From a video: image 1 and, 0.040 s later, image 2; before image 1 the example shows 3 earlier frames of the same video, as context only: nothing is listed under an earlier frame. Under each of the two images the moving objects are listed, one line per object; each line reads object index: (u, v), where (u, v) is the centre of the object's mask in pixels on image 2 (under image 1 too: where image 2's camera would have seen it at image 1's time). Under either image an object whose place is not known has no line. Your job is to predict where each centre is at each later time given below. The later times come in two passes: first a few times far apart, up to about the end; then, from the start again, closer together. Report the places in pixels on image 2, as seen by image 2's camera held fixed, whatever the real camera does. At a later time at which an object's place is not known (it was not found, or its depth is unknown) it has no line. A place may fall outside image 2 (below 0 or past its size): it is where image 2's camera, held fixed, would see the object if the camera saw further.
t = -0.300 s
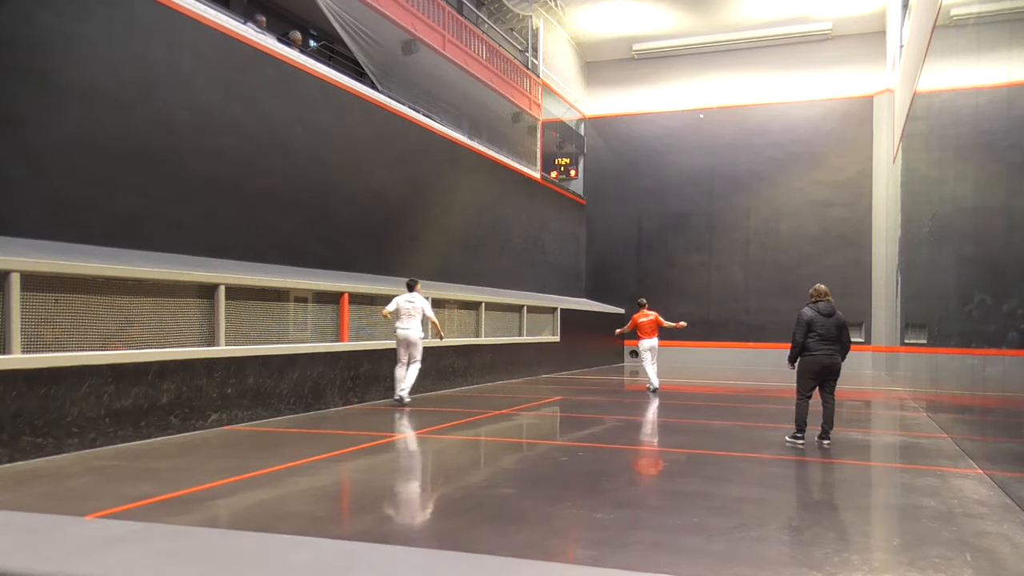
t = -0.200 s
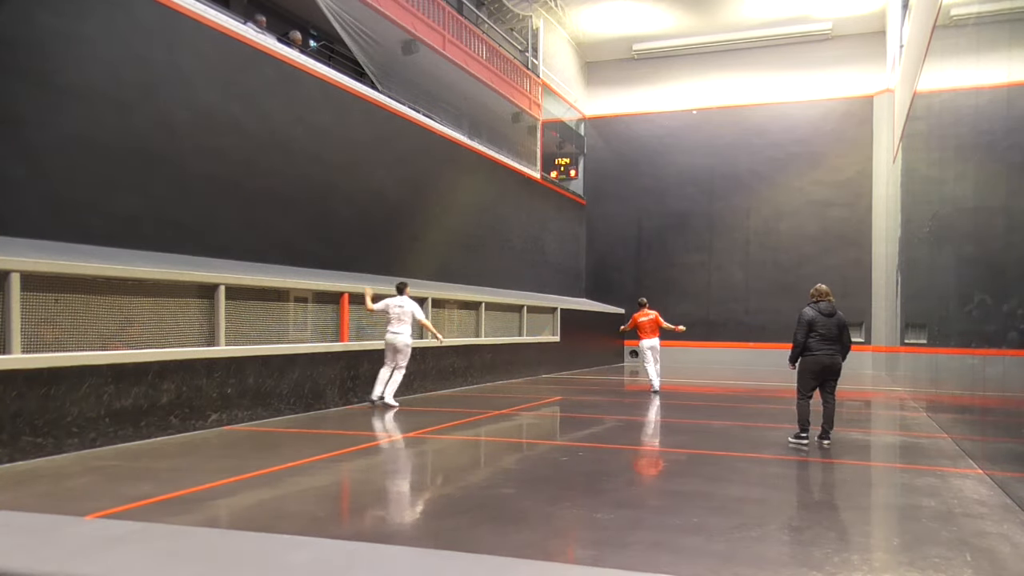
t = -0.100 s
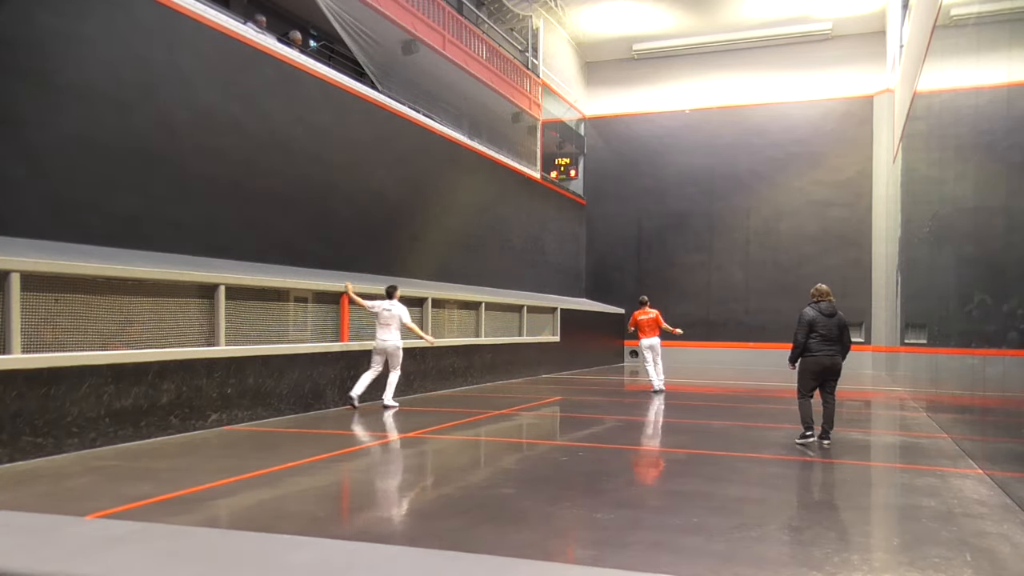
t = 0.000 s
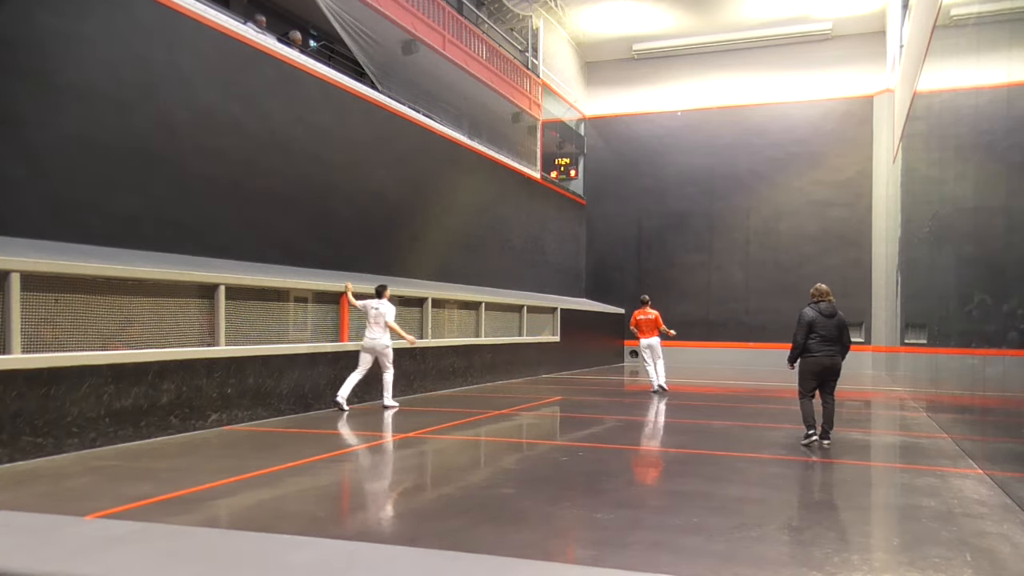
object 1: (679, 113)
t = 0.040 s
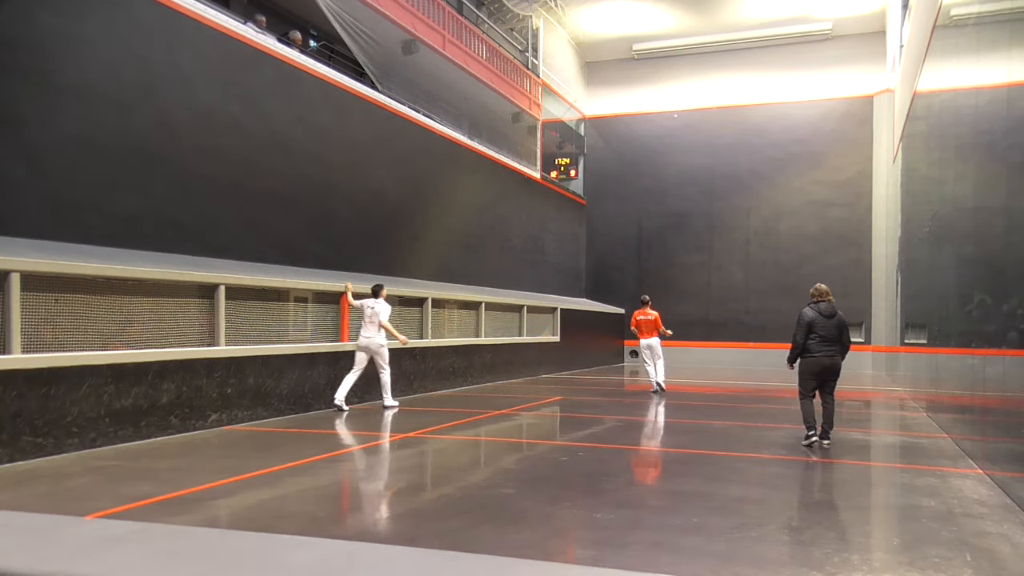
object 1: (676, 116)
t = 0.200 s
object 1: (661, 130)
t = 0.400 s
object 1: (639, 165)
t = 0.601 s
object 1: (612, 224)
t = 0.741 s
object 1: (591, 284)
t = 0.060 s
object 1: (674, 117)
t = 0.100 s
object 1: (669, 120)
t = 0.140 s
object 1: (666, 123)
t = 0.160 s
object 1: (664, 125)
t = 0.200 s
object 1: (661, 130)
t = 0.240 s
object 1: (656, 135)
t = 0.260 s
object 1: (654, 139)
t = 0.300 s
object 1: (650, 145)
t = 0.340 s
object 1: (645, 153)
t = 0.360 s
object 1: (643, 156)
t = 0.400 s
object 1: (639, 165)
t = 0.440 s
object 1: (633, 175)
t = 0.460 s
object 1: (631, 180)
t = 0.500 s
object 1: (626, 191)
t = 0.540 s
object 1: (620, 204)
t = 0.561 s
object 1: (617, 210)
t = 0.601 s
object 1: (612, 224)
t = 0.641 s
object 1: (606, 240)
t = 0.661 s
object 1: (603, 248)
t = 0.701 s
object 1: (597, 265)
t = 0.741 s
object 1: (591, 284)
